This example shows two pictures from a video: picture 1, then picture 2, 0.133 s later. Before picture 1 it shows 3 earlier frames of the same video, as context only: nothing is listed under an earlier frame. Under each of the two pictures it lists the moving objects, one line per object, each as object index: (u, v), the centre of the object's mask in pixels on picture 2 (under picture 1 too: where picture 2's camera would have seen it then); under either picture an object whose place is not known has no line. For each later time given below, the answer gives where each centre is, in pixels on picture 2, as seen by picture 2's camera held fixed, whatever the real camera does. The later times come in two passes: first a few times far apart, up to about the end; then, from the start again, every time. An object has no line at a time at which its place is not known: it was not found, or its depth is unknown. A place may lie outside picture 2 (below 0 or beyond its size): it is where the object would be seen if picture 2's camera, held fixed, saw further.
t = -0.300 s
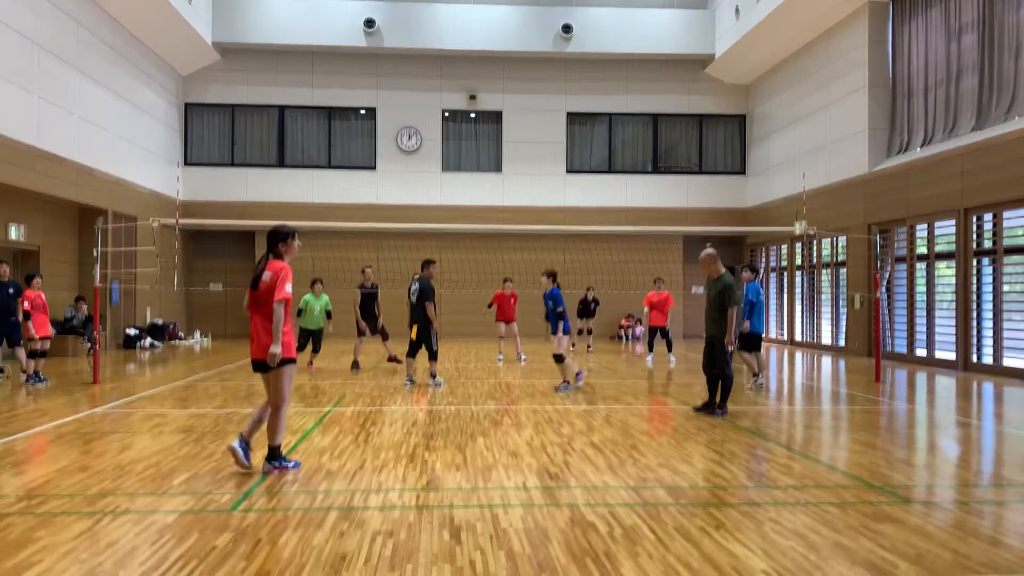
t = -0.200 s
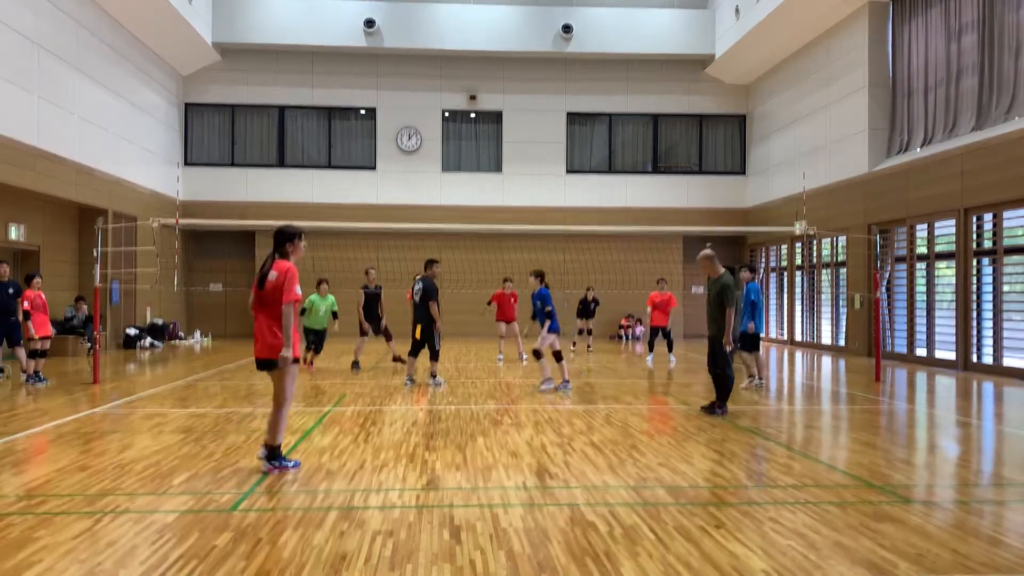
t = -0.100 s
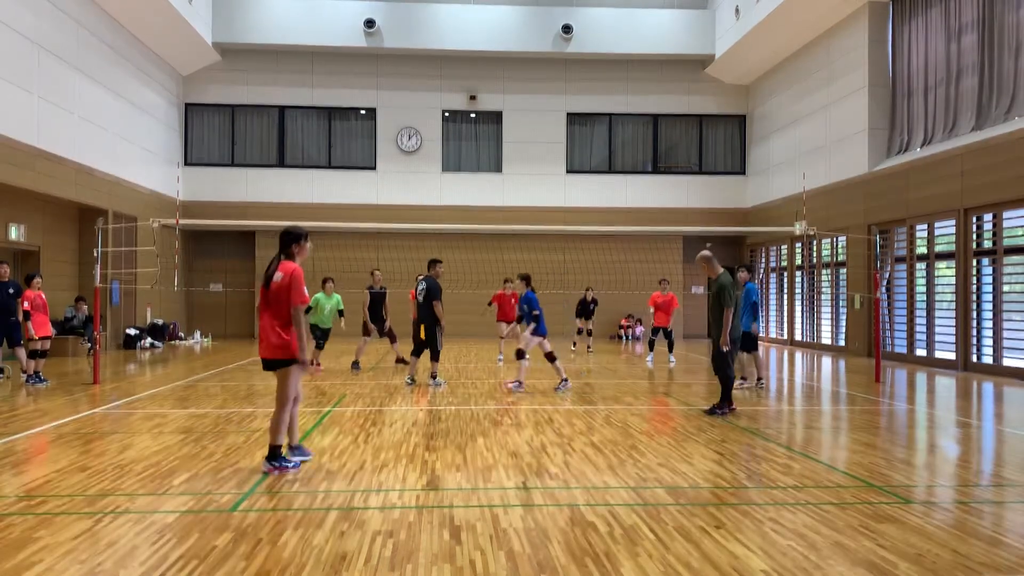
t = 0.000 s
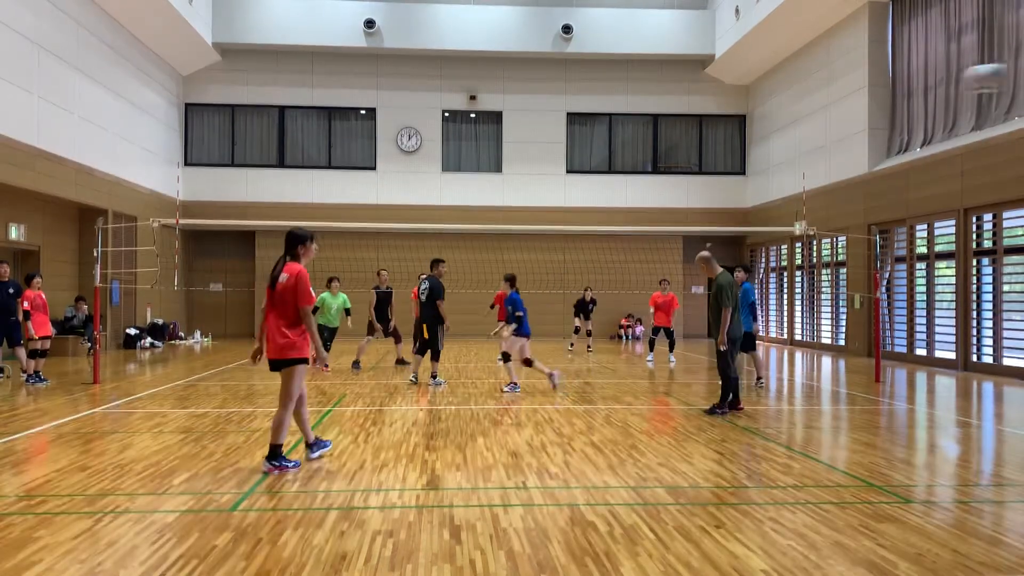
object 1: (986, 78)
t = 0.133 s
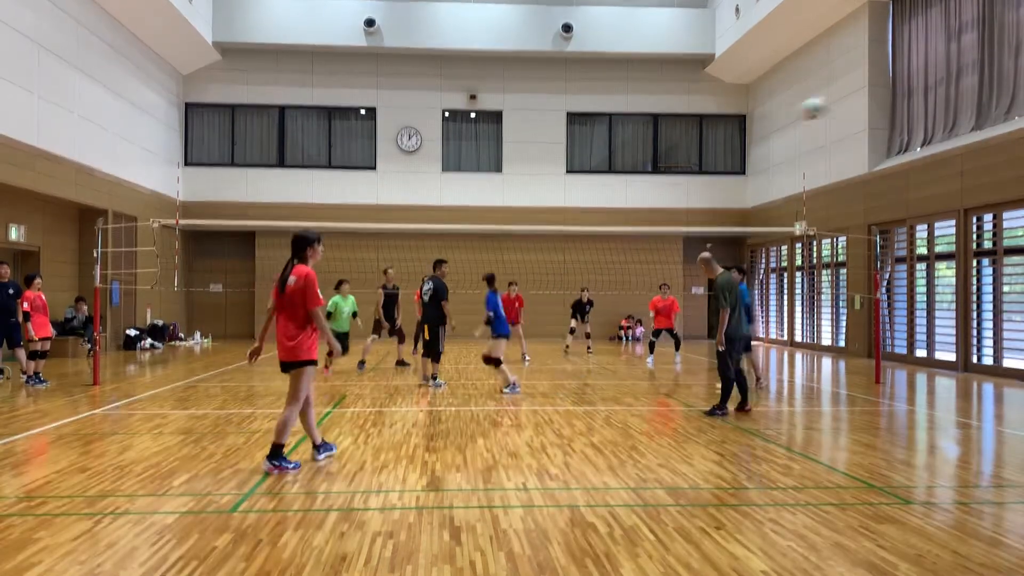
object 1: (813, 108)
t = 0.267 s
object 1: (710, 147)
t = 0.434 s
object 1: (627, 194)
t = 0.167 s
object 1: (783, 118)
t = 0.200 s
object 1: (755, 126)
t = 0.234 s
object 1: (732, 138)
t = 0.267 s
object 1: (710, 147)
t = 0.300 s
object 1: (691, 157)
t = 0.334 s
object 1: (673, 165)
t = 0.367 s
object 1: (657, 174)
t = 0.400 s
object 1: (641, 183)
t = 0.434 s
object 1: (627, 194)
